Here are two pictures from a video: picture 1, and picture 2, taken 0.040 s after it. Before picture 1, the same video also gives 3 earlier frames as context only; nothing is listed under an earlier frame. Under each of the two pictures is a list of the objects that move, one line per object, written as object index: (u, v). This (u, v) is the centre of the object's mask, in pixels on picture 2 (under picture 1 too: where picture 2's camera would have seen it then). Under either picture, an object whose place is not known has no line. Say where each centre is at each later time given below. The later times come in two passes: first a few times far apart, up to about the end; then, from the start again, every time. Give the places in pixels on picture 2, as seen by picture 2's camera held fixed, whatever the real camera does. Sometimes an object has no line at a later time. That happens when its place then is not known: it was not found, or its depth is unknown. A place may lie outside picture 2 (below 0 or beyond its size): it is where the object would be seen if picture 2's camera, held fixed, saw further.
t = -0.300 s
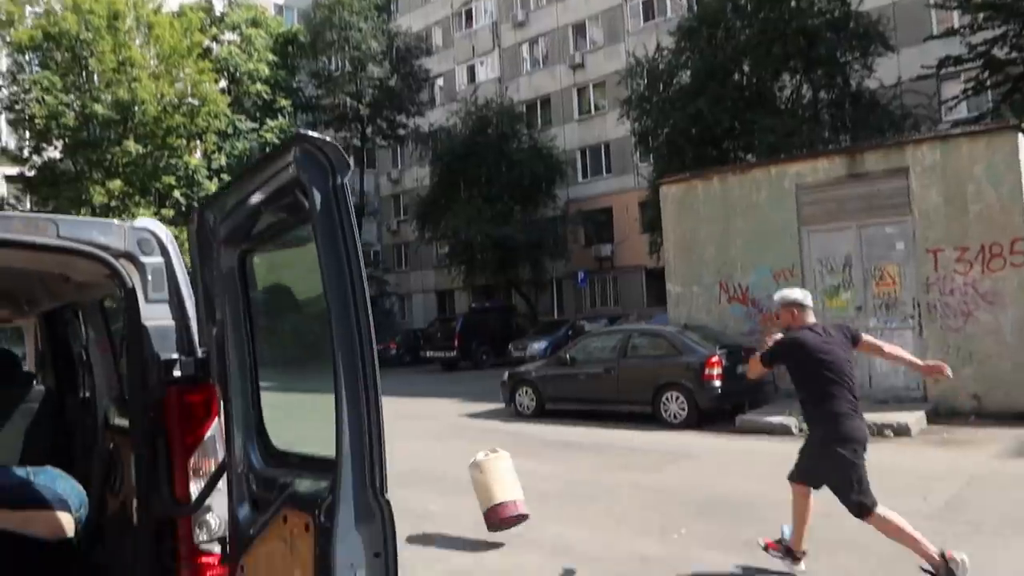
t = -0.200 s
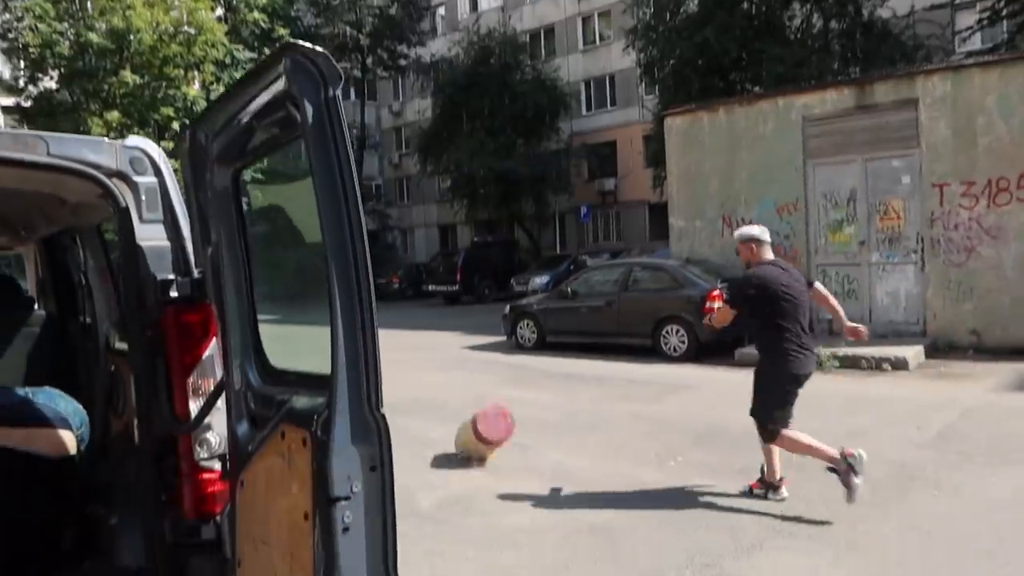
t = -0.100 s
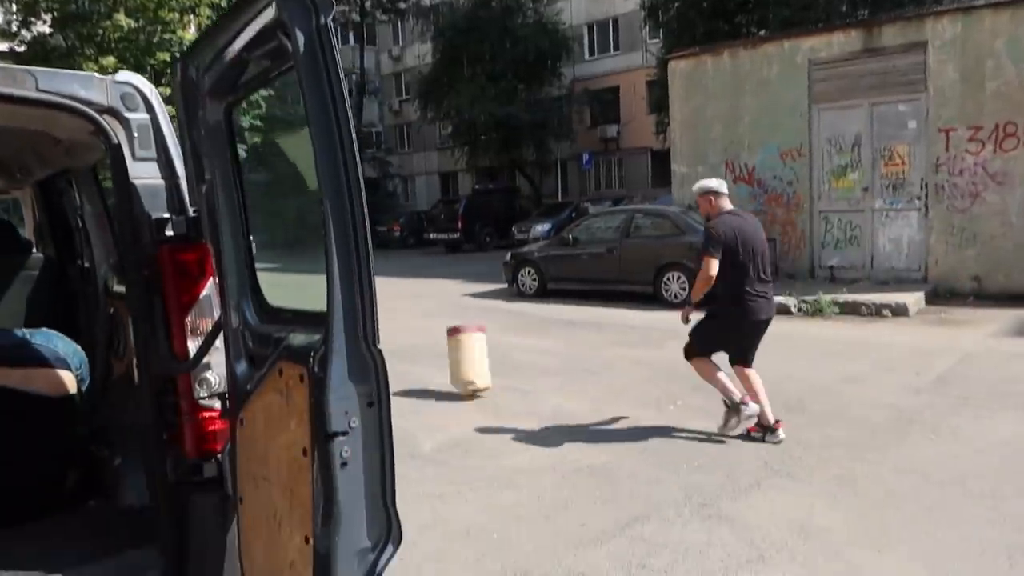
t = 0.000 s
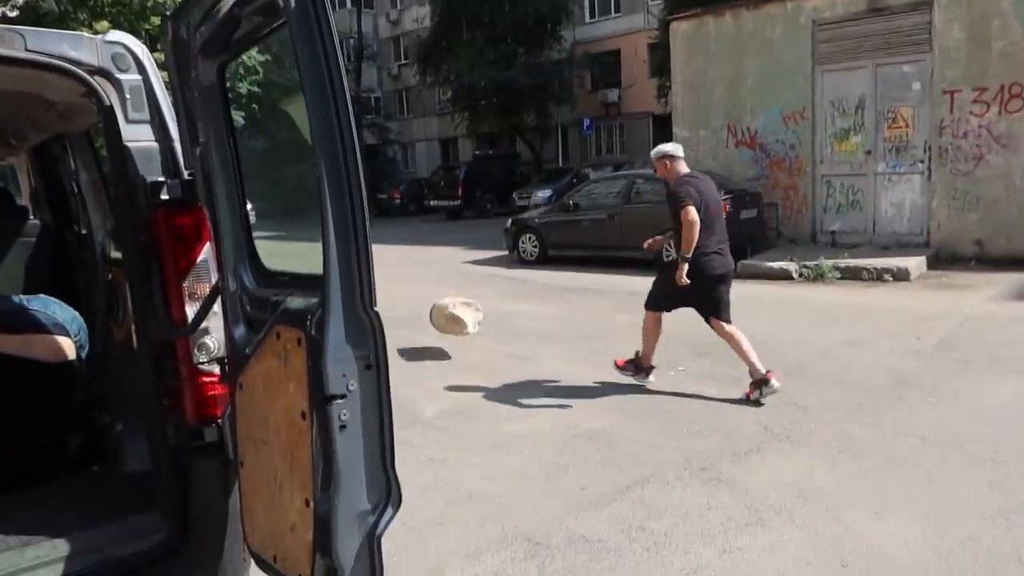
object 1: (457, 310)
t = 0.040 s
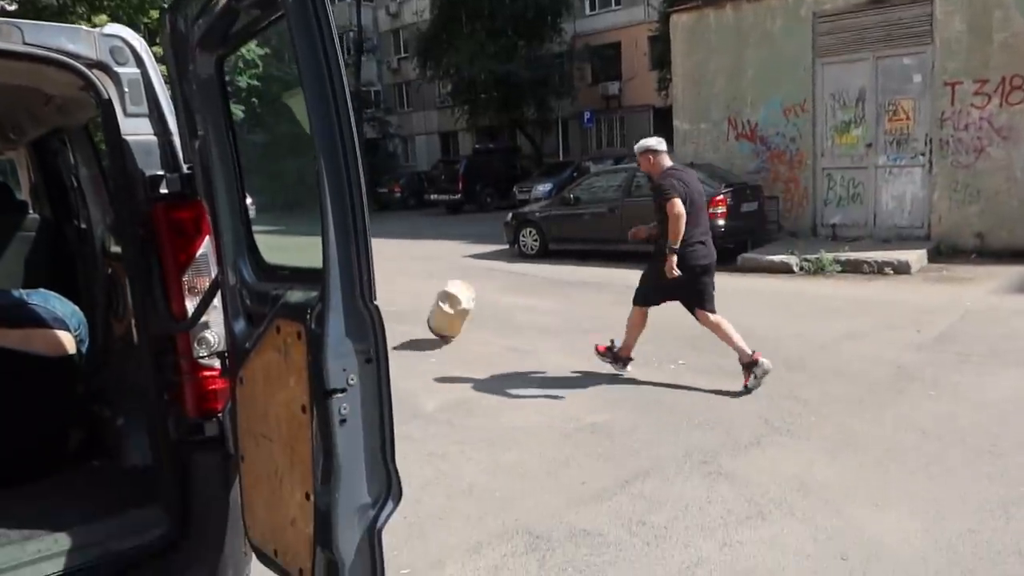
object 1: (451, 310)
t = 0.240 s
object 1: (431, 301)
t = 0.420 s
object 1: (416, 296)
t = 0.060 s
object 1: (448, 310)
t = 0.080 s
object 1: (446, 311)
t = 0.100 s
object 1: (444, 310)
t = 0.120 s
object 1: (441, 309)
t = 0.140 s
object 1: (439, 308)
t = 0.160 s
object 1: (437, 307)
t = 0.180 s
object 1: (436, 305)
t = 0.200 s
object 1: (434, 303)
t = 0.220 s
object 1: (432, 302)
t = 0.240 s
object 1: (431, 301)
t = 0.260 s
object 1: (429, 300)
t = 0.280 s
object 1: (427, 300)
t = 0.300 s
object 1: (425, 301)
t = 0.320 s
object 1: (423, 301)
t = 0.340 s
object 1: (422, 301)
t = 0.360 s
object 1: (420, 300)
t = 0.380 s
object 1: (419, 299)
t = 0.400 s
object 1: (418, 298)
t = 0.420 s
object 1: (416, 296)
